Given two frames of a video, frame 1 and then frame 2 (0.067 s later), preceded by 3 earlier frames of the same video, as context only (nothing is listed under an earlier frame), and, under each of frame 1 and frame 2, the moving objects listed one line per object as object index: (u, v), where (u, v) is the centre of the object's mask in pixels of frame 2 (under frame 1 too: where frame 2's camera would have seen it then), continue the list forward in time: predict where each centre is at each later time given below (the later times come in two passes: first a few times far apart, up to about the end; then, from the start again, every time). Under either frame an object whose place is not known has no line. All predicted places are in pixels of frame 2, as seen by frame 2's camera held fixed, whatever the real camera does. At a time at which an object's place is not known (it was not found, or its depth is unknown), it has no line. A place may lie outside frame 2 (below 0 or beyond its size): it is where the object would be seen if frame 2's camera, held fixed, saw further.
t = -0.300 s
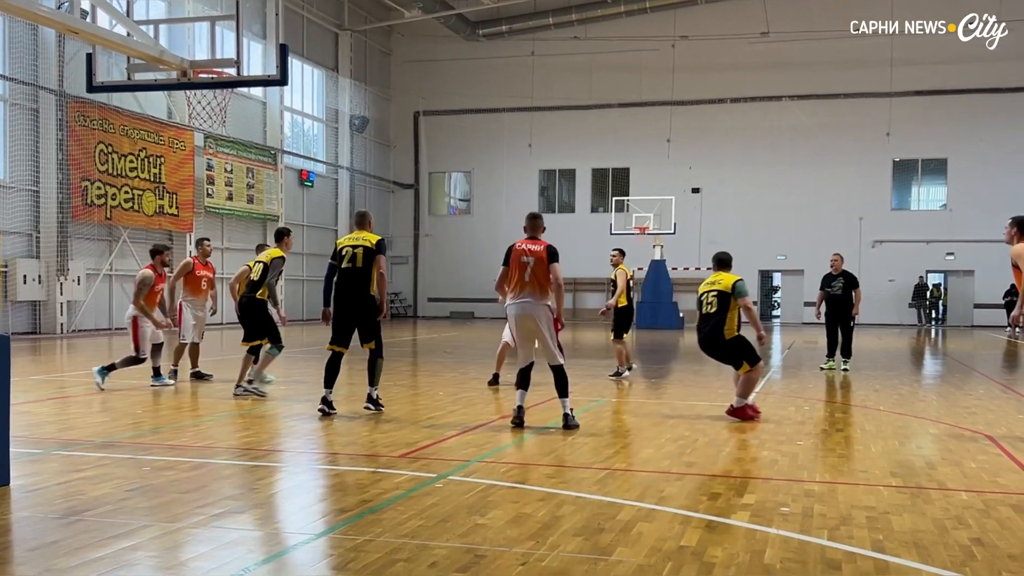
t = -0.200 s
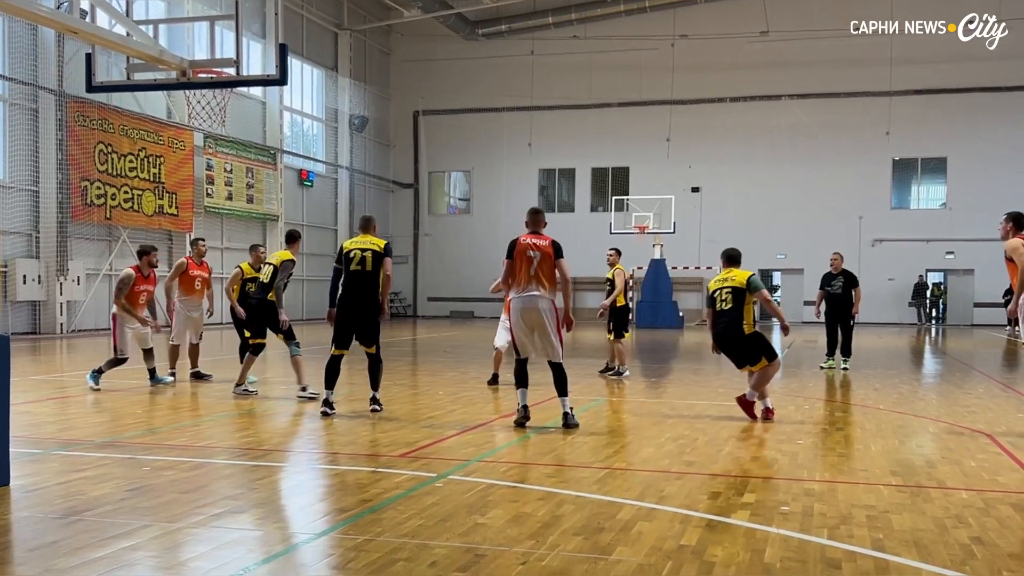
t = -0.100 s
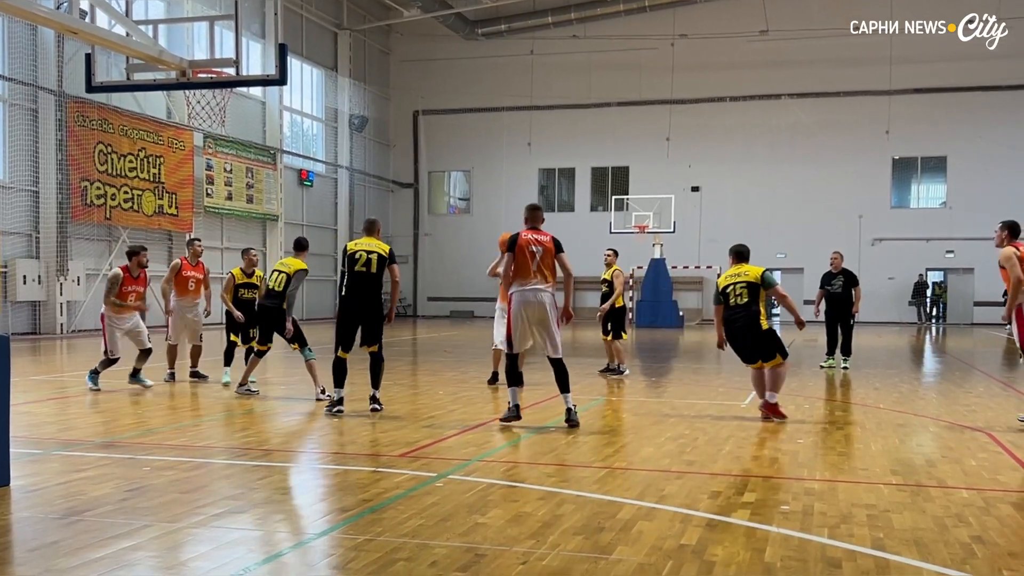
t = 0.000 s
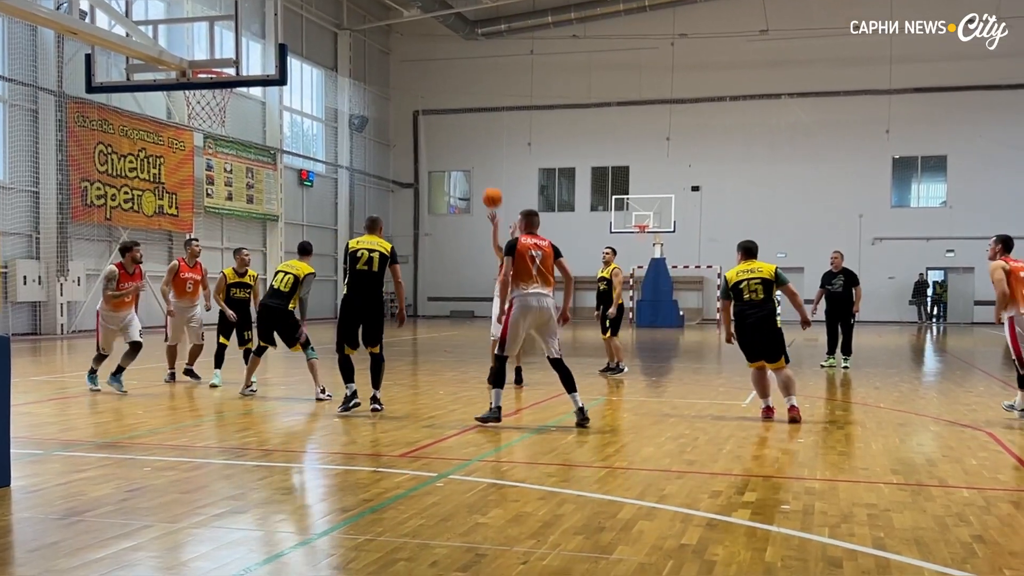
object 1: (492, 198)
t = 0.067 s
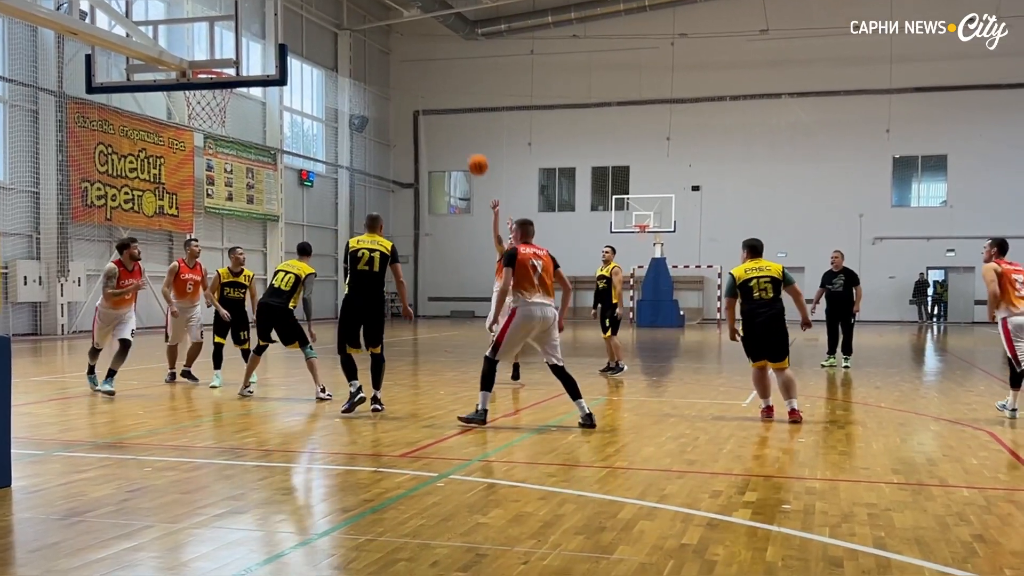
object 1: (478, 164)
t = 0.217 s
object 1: (443, 99)
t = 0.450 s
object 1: (384, 29)
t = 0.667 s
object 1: (323, 4)
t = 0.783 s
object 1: (290, 9)
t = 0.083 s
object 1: (474, 157)
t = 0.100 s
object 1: (470, 149)
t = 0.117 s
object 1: (467, 141)
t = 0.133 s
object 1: (463, 134)
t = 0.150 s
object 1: (459, 127)
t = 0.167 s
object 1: (455, 119)
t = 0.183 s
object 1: (450, 112)
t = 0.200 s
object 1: (447, 106)
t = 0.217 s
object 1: (443, 99)
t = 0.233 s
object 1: (439, 93)
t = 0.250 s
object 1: (435, 87)
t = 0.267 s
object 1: (430, 81)
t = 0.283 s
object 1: (426, 75)
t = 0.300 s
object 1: (423, 70)
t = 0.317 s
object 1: (418, 64)
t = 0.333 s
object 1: (414, 59)
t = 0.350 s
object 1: (410, 54)
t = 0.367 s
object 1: (406, 50)
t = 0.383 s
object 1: (401, 45)
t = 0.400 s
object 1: (397, 41)
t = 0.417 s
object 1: (393, 37)
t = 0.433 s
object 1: (389, 32)
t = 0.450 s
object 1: (384, 29)
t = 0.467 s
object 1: (380, 25)
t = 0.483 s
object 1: (375, 23)
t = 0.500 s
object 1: (370, 19)
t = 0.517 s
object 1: (366, 17)
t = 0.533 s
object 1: (361, 14)
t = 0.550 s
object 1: (357, 12)
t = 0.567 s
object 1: (352, 10)
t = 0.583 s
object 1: (347, 8)
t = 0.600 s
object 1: (343, 7)
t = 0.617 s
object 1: (338, 6)
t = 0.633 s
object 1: (333, 5)
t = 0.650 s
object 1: (328, 4)
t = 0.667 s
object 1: (323, 4)
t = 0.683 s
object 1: (318, 4)
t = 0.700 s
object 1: (313, 4)
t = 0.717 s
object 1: (308, 4)
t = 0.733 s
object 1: (303, 5)
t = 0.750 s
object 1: (298, 6)
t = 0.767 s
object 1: (293, 8)
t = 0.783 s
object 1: (290, 9)
